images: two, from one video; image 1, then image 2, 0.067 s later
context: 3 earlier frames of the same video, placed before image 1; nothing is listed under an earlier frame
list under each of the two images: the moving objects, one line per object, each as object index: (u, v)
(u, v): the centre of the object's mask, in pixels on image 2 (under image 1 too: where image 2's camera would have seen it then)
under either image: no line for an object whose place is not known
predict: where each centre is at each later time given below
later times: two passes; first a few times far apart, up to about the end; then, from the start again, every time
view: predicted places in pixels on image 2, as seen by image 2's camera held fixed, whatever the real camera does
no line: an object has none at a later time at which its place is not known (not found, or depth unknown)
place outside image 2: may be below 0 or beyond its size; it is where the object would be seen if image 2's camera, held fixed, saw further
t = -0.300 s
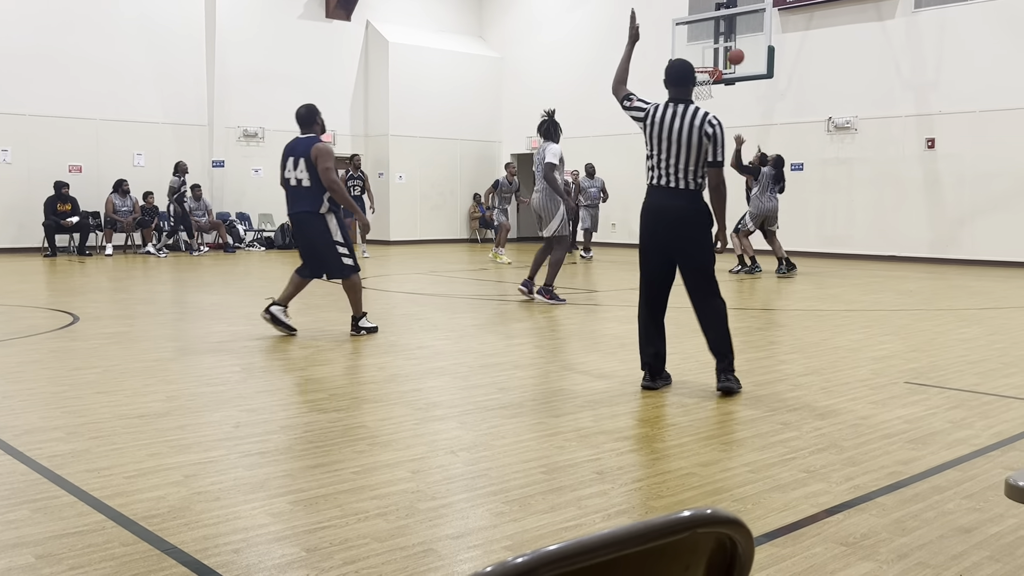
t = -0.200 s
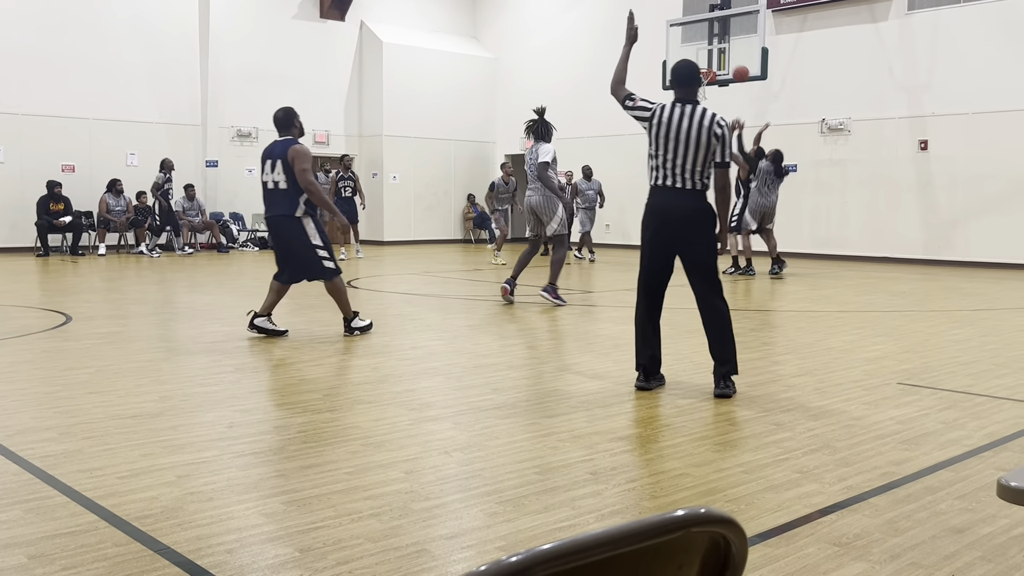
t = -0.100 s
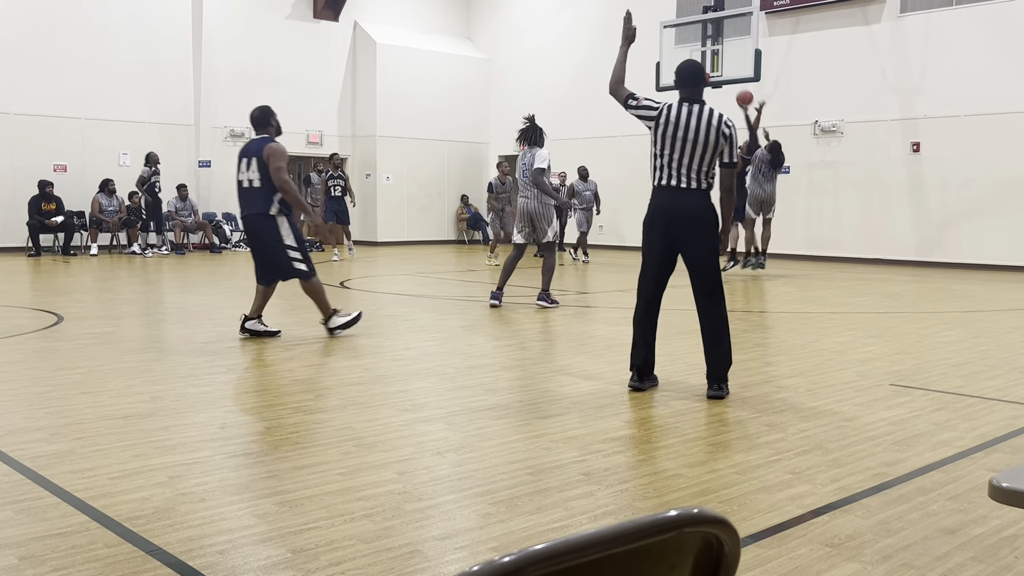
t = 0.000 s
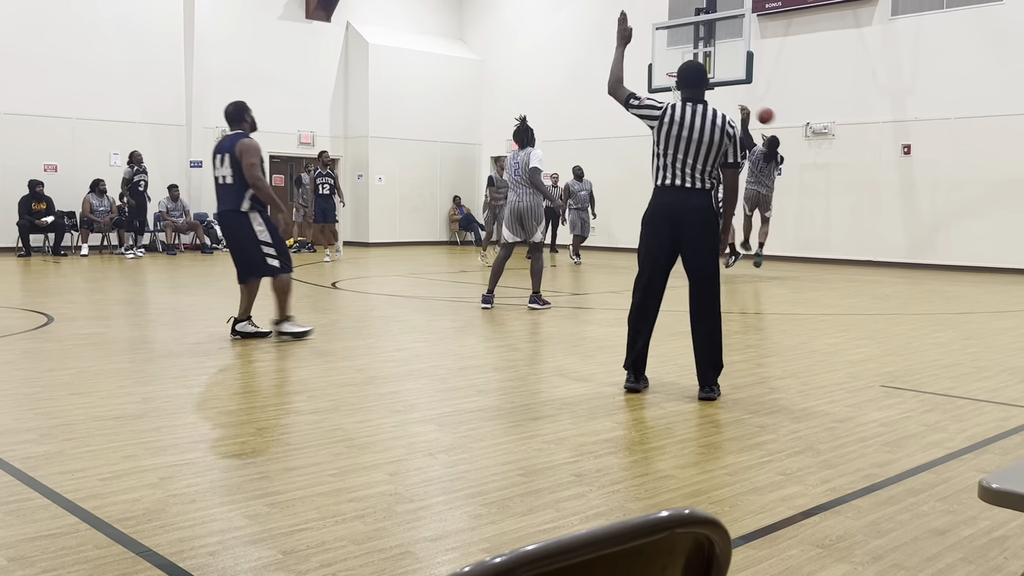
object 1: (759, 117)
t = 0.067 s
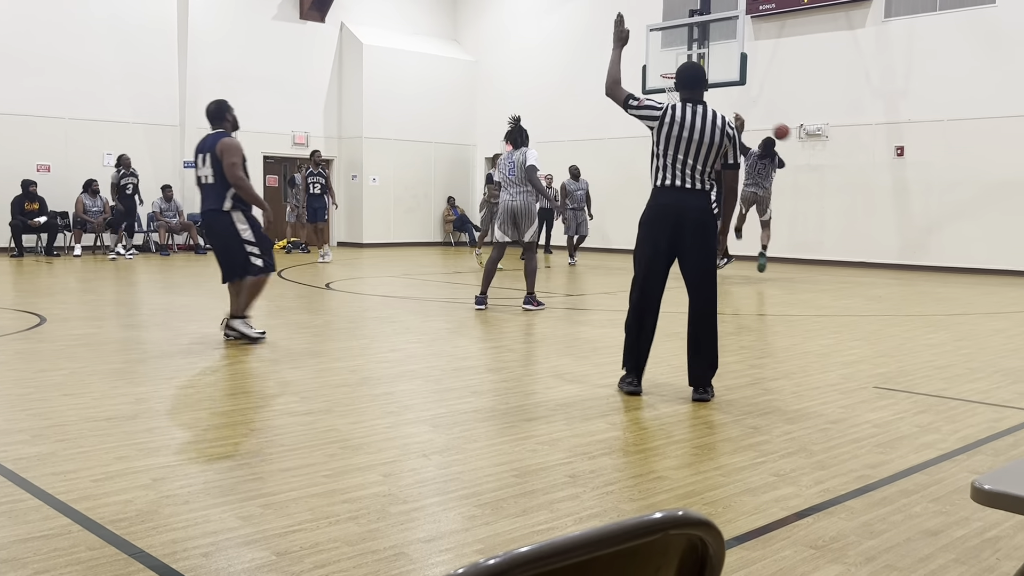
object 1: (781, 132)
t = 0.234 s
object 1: (834, 181)
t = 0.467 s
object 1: (902, 270)
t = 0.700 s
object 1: (966, 202)
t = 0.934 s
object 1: (1028, 172)
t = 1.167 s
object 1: (1083, 175)
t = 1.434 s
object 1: (1097, 193)
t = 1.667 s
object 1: (1107, 253)
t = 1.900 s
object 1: (1126, 239)
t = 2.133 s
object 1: (1146, 208)
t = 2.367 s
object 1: (1165, 219)
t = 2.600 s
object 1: (1181, 276)
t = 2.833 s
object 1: (1204, 249)
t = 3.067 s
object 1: (1229, 238)
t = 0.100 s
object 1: (792, 140)
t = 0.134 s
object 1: (803, 149)
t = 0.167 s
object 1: (813, 159)
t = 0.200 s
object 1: (824, 169)
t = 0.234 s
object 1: (834, 181)
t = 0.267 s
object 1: (844, 192)
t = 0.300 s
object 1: (854, 204)
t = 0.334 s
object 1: (864, 218)
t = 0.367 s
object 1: (874, 231)
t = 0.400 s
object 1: (884, 245)
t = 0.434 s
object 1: (893, 261)
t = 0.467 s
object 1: (902, 270)
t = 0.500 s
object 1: (911, 258)
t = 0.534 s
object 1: (921, 247)
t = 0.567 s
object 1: (930, 236)
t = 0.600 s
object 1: (939, 227)
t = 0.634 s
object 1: (948, 218)
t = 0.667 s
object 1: (957, 209)
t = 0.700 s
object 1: (966, 202)
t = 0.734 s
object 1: (974, 195)
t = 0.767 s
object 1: (983, 190)
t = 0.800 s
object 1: (992, 184)
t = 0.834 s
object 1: (1001, 180)
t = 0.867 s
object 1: (1010, 177)
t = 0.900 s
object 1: (1019, 173)
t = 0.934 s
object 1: (1028, 172)
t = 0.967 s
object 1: (1036, 170)
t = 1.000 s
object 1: (1045, 169)
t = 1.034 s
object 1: (1053, 169)
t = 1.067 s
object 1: (1061, 170)
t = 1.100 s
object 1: (1070, 171)
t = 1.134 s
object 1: (1079, 174)
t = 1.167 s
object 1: (1083, 175)
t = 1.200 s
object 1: (1085, 174)
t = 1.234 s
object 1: (1087, 175)
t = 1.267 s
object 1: (1089, 175)
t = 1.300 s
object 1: (1090, 178)
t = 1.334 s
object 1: (1092, 180)
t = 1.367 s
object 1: (1093, 184)
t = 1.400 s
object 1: (1095, 188)
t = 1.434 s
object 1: (1097, 193)
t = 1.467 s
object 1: (1098, 199)
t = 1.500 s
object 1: (1099, 206)
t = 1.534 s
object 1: (1101, 214)
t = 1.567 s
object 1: (1102, 222)
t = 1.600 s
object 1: (1104, 232)
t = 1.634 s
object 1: (1105, 242)
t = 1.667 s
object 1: (1107, 253)
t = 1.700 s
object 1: (1108, 266)
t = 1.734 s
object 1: (1110, 279)
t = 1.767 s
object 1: (1113, 274)
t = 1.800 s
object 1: (1116, 265)
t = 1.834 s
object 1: (1119, 255)
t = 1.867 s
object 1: (1122, 248)
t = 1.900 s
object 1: (1126, 239)
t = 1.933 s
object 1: (1129, 233)
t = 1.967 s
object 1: (1132, 227)
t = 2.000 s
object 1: (1135, 221)
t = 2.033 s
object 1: (1138, 217)
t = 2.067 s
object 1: (1141, 213)
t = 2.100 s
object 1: (1144, 210)
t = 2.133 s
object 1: (1146, 208)
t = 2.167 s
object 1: (1149, 207)
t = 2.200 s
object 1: (1152, 207)
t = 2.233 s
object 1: (1154, 208)
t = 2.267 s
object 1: (1157, 209)
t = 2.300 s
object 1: (1160, 212)
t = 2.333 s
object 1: (1162, 215)
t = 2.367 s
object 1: (1165, 219)
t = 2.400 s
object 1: (1167, 224)
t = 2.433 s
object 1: (1169, 230)
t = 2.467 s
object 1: (1172, 237)
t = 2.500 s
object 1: (1174, 246)
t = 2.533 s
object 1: (1176, 254)
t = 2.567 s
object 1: (1179, 265)
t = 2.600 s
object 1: (1181, 276)
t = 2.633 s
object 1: (1182, 287)
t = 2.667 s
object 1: (1186, 285)
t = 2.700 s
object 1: (1190, 276)
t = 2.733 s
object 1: (1194, 268)
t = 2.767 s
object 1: (1197, 261)
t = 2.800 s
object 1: (1201, 255)
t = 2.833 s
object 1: (1204, 249)
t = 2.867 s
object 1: (1208, 245)
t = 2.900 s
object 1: (1211, 241)
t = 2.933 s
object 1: (1215, 239)
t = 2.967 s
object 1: (1219, 238)
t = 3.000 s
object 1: (1222, 237)
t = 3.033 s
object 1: (1226, 237)
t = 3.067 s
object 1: (1229, 238)
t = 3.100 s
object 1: (1232, 241)
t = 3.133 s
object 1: (1236, 244)
